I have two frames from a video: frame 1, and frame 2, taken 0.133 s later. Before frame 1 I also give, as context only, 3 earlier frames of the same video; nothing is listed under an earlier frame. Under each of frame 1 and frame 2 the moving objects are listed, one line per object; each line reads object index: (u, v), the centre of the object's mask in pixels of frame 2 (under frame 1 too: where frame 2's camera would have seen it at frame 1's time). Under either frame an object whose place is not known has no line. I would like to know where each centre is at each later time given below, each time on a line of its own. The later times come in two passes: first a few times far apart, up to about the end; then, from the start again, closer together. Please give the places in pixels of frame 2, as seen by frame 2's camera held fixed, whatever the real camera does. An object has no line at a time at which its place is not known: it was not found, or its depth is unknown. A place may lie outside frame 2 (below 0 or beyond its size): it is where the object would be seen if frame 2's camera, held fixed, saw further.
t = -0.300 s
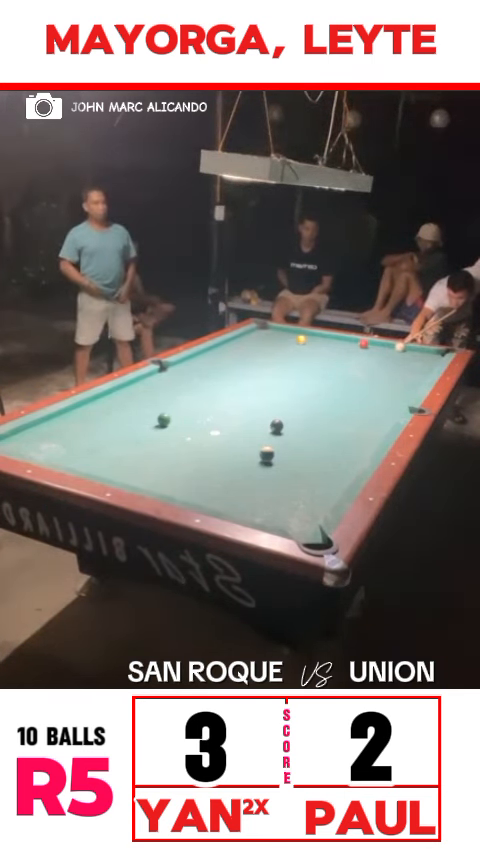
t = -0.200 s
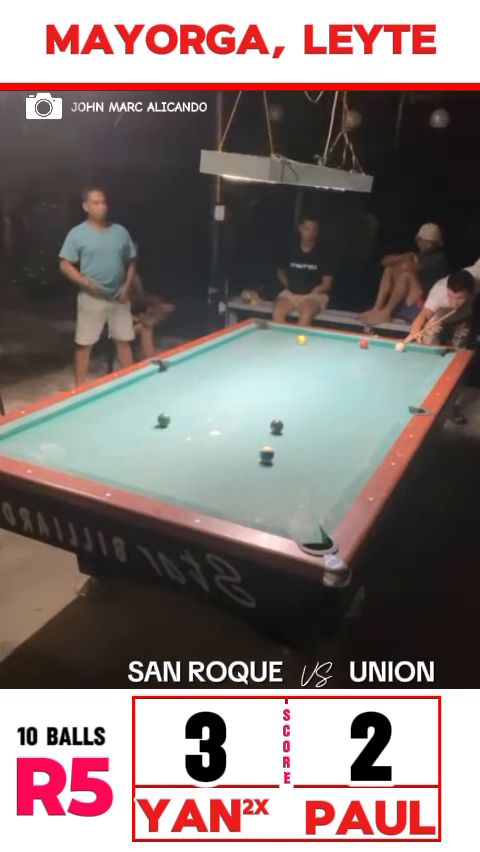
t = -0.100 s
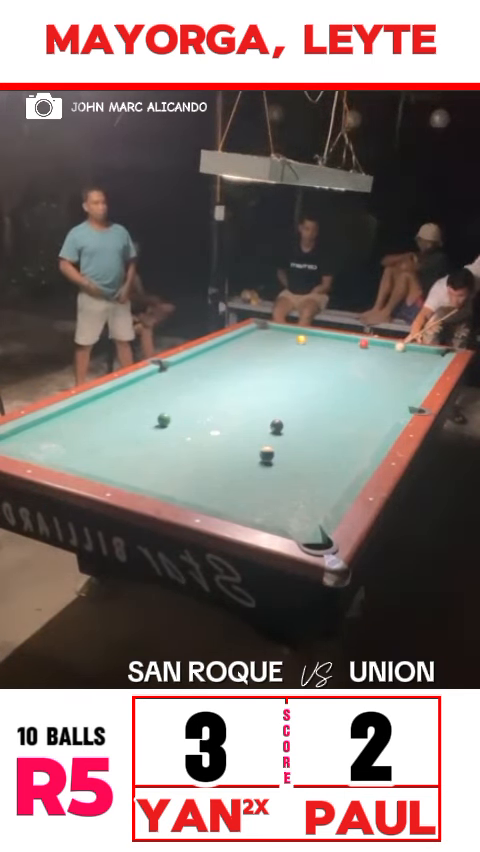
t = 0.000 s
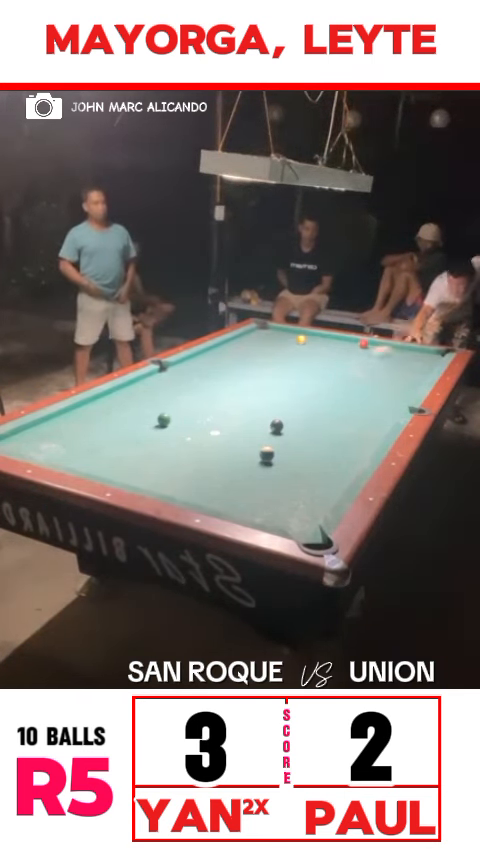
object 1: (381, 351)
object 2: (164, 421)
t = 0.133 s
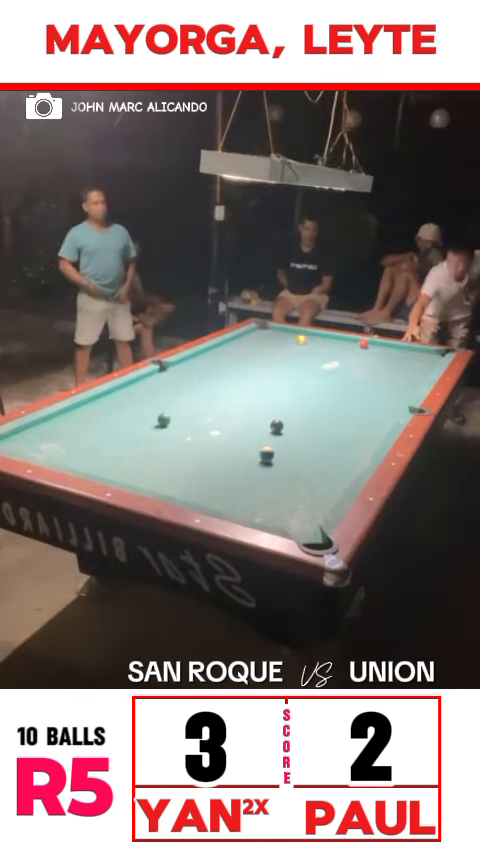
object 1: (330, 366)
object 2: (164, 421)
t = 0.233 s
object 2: (164, 421)
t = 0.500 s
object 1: (166, 415)
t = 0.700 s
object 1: (125, 419)
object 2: (75, 447)
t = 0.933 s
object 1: (55, 421)
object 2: (130, 424)
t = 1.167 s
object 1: (64, 429)
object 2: (181, 409)
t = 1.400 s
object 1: (91, 439)
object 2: (225, 397)
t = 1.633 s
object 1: (118, 449)
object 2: (262, 386)
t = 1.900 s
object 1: (149, 462)
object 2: (299, 376)
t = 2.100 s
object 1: (172, 471)
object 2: (323, 370)
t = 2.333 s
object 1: (200, 482)
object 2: (348, 363)
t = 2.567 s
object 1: (230, 494)
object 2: (371, 356)
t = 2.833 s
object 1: (264, 506)
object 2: (393, 350)
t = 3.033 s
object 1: (289, 516)
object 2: (400, 349)
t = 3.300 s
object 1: (303, 524)
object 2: (404, 356)
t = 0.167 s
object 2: (164, 421)
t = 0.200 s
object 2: (164, 421)
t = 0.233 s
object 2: (164, 421)
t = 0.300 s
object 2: (164, 421)
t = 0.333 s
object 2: (164, 421)
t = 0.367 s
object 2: (164, 421)
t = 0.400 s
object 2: (164, 420)
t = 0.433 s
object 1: (176, 414)
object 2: (163, 421)
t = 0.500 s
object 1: (166, 415)
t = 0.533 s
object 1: (160, 415)
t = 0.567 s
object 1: (155, 415)
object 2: (80, 454)
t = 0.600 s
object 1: (149, 416)
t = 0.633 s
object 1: (142, 417)
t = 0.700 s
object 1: (125, 419)
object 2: (75, 447)
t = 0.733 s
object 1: (115, 422)
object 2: (84, 441)
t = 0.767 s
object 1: (107, 423)
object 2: (90, 437)
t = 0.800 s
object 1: (98, 423)
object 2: (96, 433)
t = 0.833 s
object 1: (86, 423)
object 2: (105, 430)
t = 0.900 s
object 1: (65, 422)
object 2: (122, 426)
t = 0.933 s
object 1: (55, 421)
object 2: (130, 424)
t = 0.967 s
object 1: (43, 422)
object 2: (137, 422)
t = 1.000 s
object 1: (45, 422)
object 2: (146, 420)
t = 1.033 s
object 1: (49, 424)
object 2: (153, 418)
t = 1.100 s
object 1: (56, 427)
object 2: (168, 414)
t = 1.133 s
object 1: (59, 428)
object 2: (175, 411)
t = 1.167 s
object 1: (64, 429)
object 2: (181, 409)
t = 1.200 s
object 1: (68, 431)
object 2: (188, 408)
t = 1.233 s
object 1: (72, 432)
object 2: (195, 405)
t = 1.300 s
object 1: (79, 435)
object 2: (207, 402)
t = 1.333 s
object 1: (83, 437)
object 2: (213, 400)
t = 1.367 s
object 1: (87, 438)
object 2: (219, 398)
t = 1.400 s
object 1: (91, 439)
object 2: (225, 397)
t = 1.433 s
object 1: (94, 441)
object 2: (230, 396)
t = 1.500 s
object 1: (102, 444)
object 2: (241, 392)
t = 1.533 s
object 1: (106, 445)
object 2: (247, 391)
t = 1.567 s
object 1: (110, 447)
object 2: (252, 389)
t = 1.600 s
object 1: (113, 448)
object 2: (257, 388)
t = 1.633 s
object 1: (118, 449)
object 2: (262, 386)
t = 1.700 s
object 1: (125, 453)
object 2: (271, 384)
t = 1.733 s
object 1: (129, 454)
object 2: (276, 382)
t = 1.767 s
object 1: (133, 456)
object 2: (281, 381)
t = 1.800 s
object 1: (137, 457)
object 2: (285, 380)
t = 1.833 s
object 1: (141, 459)
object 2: (290, 378)
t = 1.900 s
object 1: (149, 462)
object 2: (299, 376)
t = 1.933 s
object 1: (152, 463)
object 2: (303, 375)
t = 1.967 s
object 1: (156, 465)
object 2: (307, 374)
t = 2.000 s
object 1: (160, 466)
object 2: (311, 373)
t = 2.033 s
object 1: (164, 468)
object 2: (315, 372)
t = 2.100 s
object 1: (172, 471)
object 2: (323, 370)
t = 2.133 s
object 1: (176, 472)
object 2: (326, 369)
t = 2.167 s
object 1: (180, 474)
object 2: (330, 367)
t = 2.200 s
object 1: (184, 476)
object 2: (333, 366)
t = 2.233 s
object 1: (188, 477)
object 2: (337, 364)
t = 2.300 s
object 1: (196, 481)
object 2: (345, 364)
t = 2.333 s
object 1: (200, 482)
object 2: (348, 363)
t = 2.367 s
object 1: (205, 483)
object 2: (351, 362)
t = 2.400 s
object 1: (209, 485)
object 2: (355, 361)
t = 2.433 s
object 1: (213, 487)
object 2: (358, 360)
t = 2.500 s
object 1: (221, 490)
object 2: (365, 358)
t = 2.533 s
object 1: (226, 492)
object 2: (367, 356)
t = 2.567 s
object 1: (230, 494)
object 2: (371, 356)
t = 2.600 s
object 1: (234, 495)
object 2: (373, 355)
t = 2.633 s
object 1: (238, 497)
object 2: (376, 355)
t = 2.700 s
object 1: (246, 499)
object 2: (382, 352)
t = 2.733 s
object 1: (251, 501)
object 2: (385, 353)
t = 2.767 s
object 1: (255, 503)
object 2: (387, 351)
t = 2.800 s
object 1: (259, 504)
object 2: (390, 350)
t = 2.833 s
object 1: (264, 506)
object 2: (393, 350)
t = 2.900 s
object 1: (272, 509)
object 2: (399, 348)
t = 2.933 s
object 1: (277, 511)
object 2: (399, 348)
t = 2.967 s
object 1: (281, 512)
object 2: (400, 348)
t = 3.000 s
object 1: (284, 514)
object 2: (400, 348)
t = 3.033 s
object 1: (289, 516)
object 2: (400, 349)
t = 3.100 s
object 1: (297, 519)
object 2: (401, 350)
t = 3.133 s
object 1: (302, 521)
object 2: (402, 352)
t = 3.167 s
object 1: (306, 523)
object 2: (403, 352)
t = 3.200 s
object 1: (310, 524)
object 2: (403, 352)
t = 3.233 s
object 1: (308, 524)
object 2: (403, 354)
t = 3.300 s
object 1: (303, 524)
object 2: (404, 356)
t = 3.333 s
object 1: (300, 524)
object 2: (404, 356)
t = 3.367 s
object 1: (298, 523)
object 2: (405, 357)
